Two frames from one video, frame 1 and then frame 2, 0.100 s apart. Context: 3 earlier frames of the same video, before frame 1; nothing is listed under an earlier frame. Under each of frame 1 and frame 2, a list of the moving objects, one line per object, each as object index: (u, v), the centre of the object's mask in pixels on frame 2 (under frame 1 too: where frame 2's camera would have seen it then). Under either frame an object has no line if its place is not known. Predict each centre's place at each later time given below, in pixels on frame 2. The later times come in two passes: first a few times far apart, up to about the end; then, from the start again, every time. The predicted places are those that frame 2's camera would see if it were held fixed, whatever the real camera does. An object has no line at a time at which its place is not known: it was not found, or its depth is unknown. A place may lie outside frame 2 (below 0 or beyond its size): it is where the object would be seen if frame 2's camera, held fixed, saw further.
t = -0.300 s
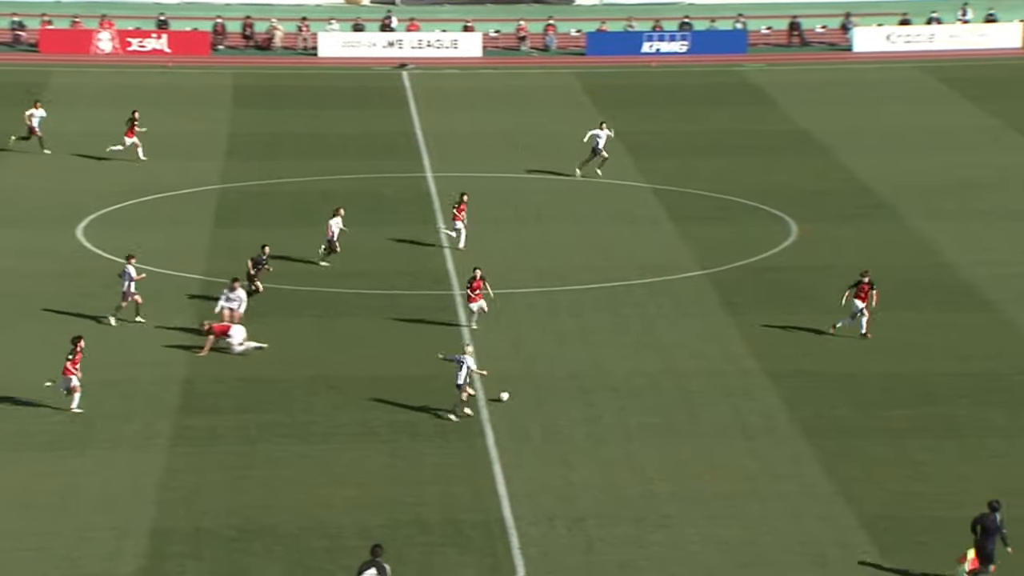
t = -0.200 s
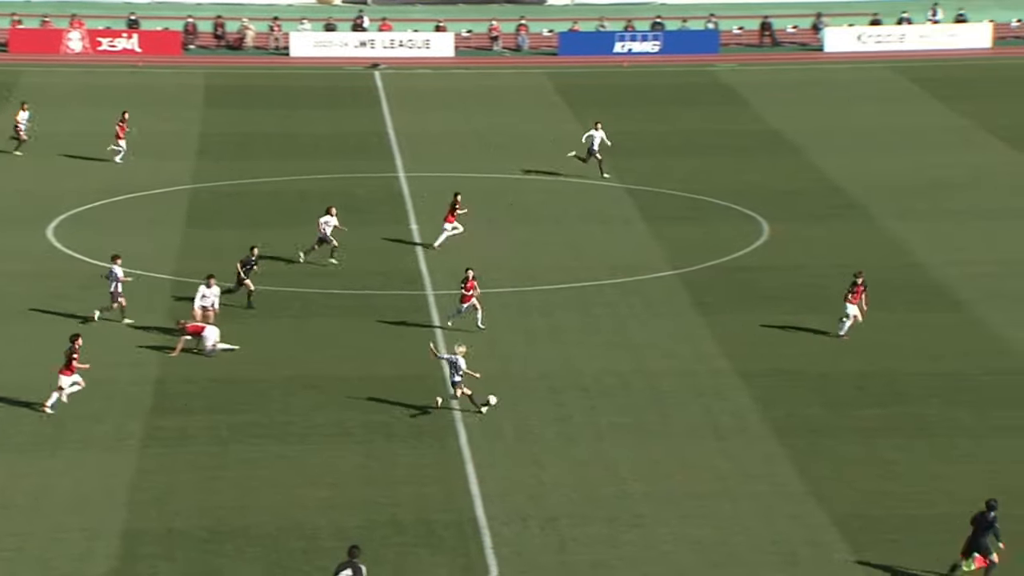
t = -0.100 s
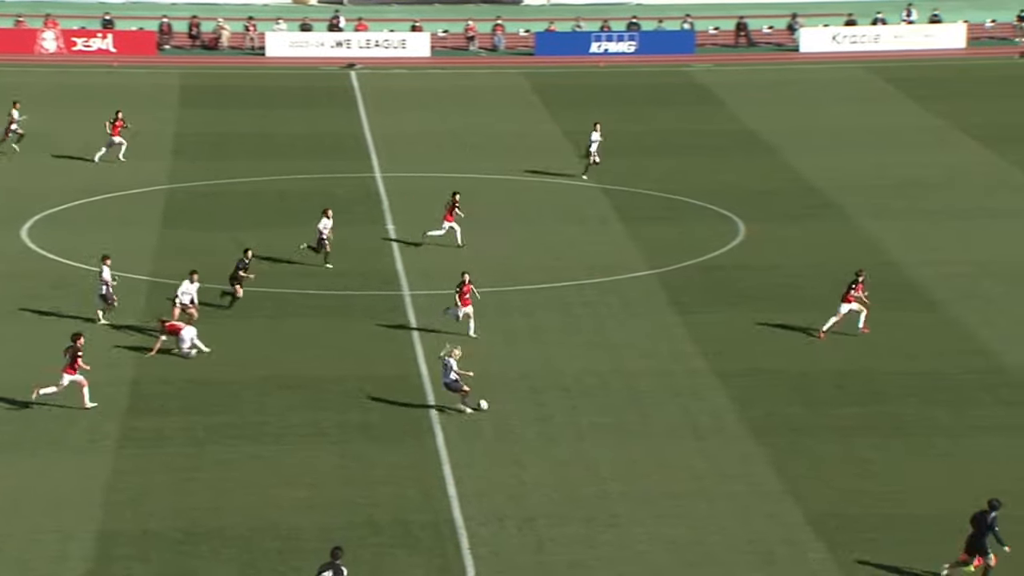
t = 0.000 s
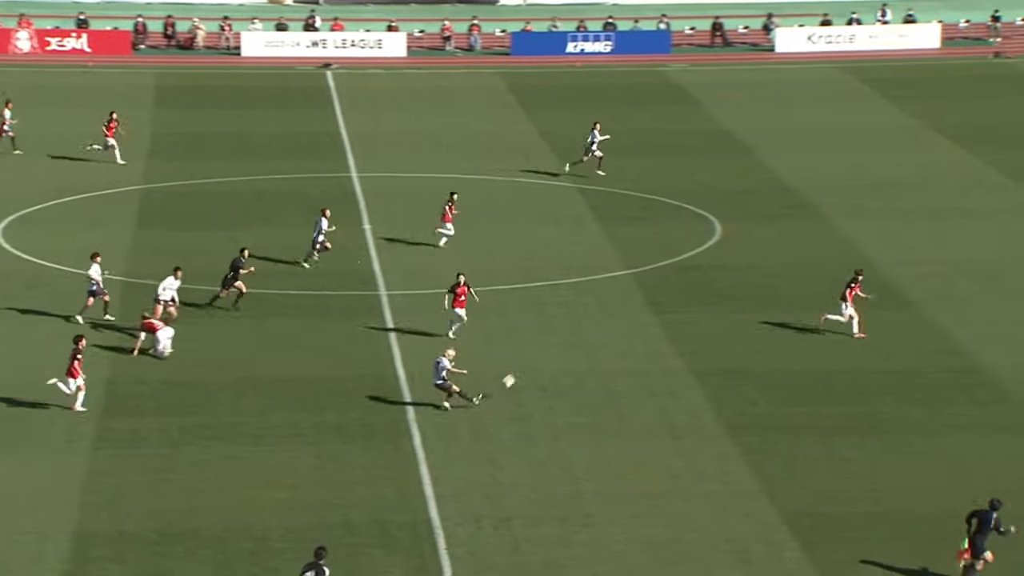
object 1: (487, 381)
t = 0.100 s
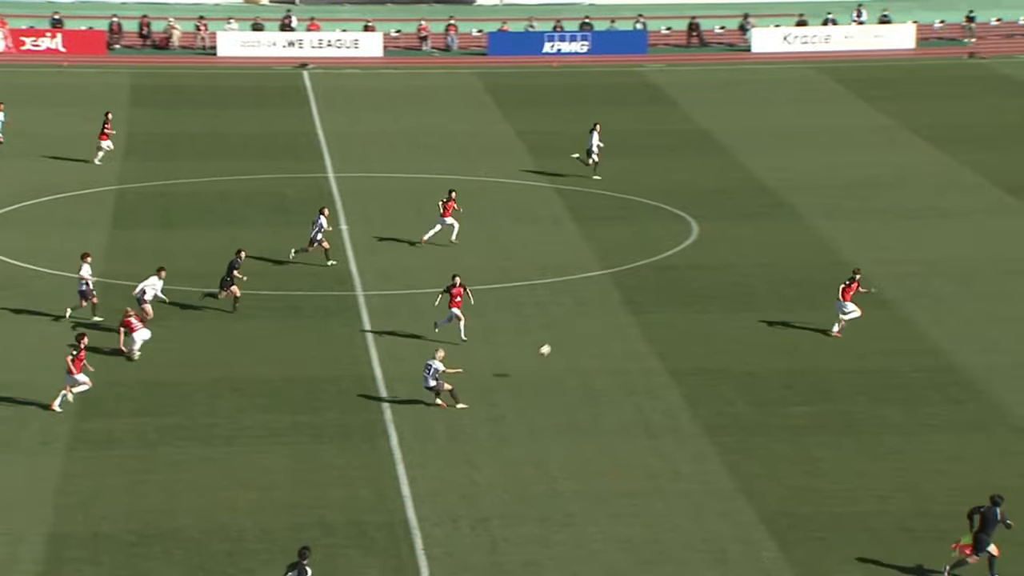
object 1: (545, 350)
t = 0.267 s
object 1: (633, 313)
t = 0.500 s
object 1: (738, 284)
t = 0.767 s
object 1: (837, 279)
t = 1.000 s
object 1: (905, 243)
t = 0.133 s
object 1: (564, 341)
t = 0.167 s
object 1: (583, 333)
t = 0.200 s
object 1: (600, 326)
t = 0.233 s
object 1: (617, 319)
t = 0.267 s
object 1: (633, 313)
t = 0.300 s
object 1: (650, 307)
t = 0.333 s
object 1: (665, 301)
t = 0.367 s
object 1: (681, 297)
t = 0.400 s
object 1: (696, 292)
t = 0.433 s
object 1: (710, 289)
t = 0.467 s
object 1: (724, 286)
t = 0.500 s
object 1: (738, 284)
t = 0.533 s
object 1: (751, 282)
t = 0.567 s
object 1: (765, 281)
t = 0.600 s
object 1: (777, 280)
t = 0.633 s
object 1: (790, 280)
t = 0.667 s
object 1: (803, 280)
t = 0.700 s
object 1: (815, 280)
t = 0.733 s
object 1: (826, 281)
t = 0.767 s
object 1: (837, 279)
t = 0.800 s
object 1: (847, 272)
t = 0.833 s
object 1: (857, 265)
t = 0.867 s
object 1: (868, 259)
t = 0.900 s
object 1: (877, 254)
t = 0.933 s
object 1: (886, 250)
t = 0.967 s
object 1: (896, 246)
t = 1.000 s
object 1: (905, 243)
